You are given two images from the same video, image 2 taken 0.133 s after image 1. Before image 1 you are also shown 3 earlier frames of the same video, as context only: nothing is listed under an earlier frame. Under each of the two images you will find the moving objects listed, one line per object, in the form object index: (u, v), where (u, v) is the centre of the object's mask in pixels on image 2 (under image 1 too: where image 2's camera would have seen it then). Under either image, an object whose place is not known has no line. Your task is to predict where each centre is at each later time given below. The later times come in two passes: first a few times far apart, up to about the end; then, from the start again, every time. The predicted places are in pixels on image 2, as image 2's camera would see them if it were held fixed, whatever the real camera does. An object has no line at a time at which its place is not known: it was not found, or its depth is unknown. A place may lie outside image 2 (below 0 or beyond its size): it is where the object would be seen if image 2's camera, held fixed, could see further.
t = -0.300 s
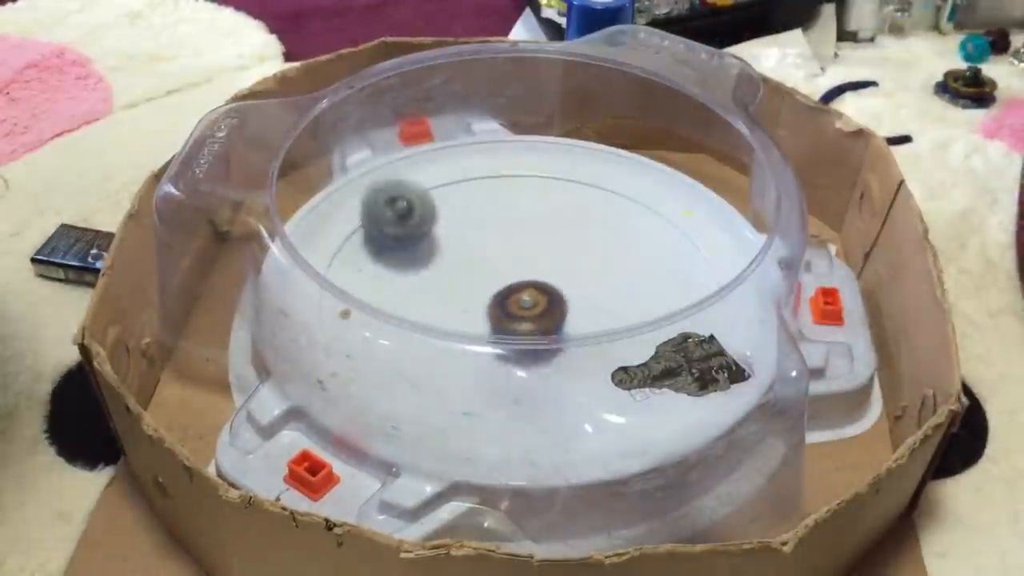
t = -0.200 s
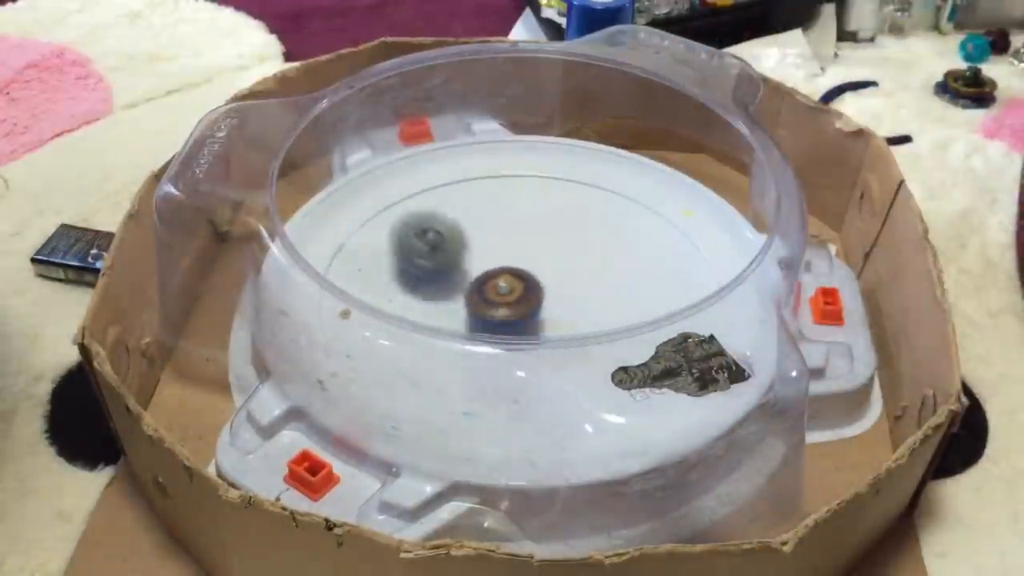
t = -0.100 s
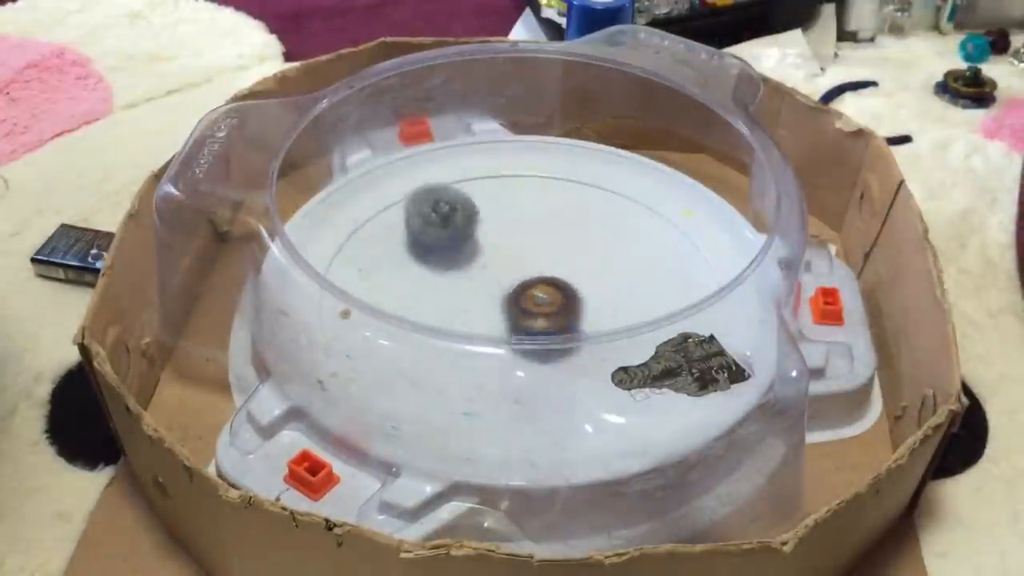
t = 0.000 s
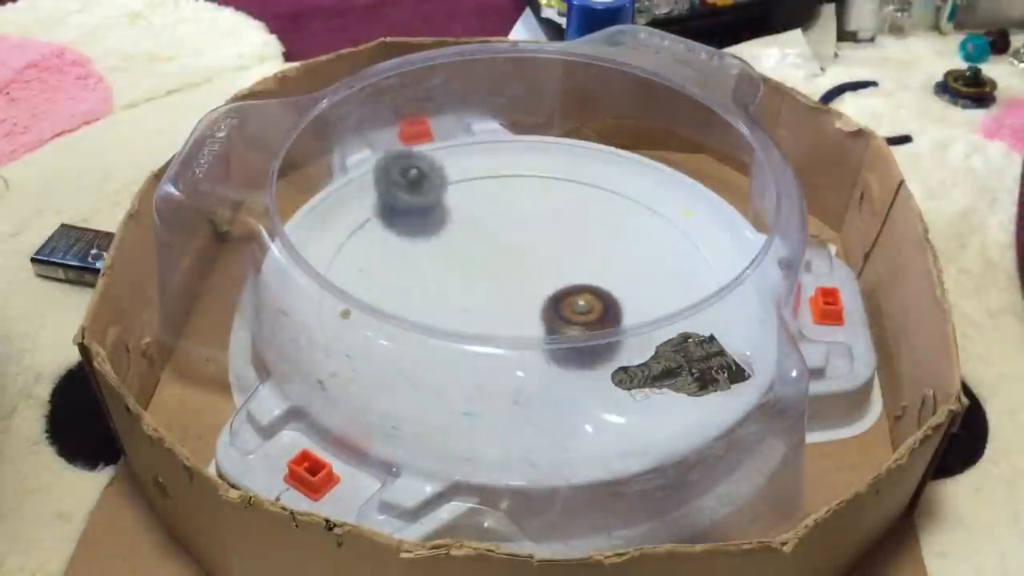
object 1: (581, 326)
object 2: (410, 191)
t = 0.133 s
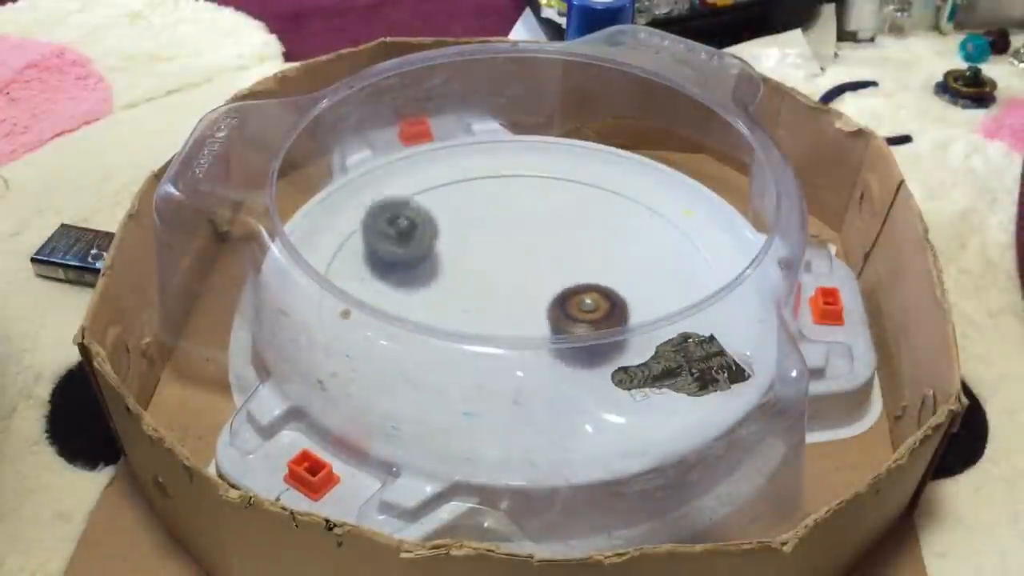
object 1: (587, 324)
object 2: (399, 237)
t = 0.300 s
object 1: (535, 318)
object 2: (507, 253)
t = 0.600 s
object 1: (494, 264)
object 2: (506, 168)
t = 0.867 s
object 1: (618, 271)
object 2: (431, 292)
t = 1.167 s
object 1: (618, 285)
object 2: (649, 333)
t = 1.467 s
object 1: (540, 300)
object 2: (579, 241)
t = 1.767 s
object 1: (484, 382)
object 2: (365, 276)
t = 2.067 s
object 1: (677, 328)
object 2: (246, 259)
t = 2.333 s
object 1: (661, 301)
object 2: (232, 234)
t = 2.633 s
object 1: (494, 292)
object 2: (235, 246)
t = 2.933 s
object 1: (521, 254)
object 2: (237, 243)
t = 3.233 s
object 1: (598, 258)
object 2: (240, 238)
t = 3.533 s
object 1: (564, 298)
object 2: (241, 237)
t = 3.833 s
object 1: (529, 299)
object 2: (238, 235)
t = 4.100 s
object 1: (494, 285)
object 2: (239, 236)
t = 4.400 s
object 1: (492, 277)
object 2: (238, 237)
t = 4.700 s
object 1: (498, 288)
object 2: (237, 241)
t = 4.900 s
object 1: (502, 296)
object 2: (237, 241)
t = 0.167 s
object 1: (581, 323)
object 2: (411, 247)
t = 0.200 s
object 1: (571, 323)
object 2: (431, 258)
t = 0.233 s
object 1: (559, 322)
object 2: (455, 263)
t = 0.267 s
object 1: (547, 321)
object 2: (482, 262)
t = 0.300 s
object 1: (535, 318)
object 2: (507, 253)
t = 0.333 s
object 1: (522, 314)
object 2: (532, 245)
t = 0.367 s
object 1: (512, 304)
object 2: (550, 232)
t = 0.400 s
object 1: (503, 301)
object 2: (561, 218)
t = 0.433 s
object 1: (496, 297)
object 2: (565, 200)
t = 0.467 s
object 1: (491, 291)
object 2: (565, 187)
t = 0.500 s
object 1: (489, 284)
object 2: (561, 174)
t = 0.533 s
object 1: (489, 277)
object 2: (547, 162)
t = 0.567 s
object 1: (490, 270)
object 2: (525, 166)
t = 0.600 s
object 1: (494, 264)
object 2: (506, 168)
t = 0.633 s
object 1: (500, 259)
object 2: (490, 170)
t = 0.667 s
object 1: (508, 255)
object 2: (473, 182)
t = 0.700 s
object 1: (517, 253)
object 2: (461, 194)
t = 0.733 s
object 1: (527, 252)
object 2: (455, 218)
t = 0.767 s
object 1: (556, 256)
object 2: (436, 235)
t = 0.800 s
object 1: (581, 260)
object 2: (423, 252)
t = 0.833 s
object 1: (601, 265)
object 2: (420, 273)
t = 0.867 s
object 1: (618, 271)
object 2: (431, 292)
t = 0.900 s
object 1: (627, 277)
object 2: (451, 319)
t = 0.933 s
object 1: (632, 284)
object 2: (480, 336)
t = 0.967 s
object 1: (632, 289)
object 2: (516, 346)
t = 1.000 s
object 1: (629, 294)
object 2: (552, 351)
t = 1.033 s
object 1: (629, 293)
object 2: (582, 349)
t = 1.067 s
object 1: (630, 289)
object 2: (599, 355)
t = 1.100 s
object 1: (628, 288)
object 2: (614, 360)
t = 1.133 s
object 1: (624, 287)
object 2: (628, 341)
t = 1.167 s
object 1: (618, 285)
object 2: (649, 333)
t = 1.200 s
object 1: (612, 286)
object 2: (669, 325)
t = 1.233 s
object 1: (604, 287)
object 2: (688, 314)
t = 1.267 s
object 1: (595, 289)
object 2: (699, 305)
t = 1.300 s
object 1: (585, 292)
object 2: (701, 294)
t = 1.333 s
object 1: (575, 294)
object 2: (691, 269)
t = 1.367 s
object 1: (565, 296)
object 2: (674, 259)
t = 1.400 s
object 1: (555, 298)
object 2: (648, 249)
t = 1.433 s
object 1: (547, 299)
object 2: (616, 244)
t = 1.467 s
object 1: (540, 300)
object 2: (579, 241)
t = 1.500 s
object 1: (534, 303)
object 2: (537, 242)
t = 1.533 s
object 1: (533, 310)
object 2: (497, 234)
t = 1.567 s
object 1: (530, 339)
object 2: (457, 218)
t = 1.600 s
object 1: (528, 355)
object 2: (422, 209)
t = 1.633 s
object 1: (525, 367)
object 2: (391, 205)
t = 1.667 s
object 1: (518, 376)
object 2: (363, 205)
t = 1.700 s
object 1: (510, 383)
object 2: (361, 231)
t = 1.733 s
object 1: (498, 384)
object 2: (362, 255)
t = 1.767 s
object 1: (484, 382)
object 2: (365, 276)
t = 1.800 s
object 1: (469, 380)
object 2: (364, 300)
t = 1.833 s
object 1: (453, 370)
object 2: (371, 321)
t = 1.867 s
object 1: (476, 371)
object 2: (350, 322)
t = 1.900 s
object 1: (520, 376)
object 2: (324, 309)
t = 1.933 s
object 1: (564, 378)
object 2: (309, 302)
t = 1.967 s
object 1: (597, 373)
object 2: (292, 292)
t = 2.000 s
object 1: (629, 358)
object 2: (273, 271)
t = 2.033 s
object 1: (648, 338)
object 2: (265, 267)
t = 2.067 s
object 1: (677, 328)
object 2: (246, 259)
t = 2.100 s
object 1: (698, 322)
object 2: (233, 256)
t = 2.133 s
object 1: (709, 318)
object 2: (217, 249)
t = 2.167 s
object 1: (713, 314)
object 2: (235, 250)
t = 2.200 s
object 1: (708, 310)
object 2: (245, 248)
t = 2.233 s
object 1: (700, 306)
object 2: (246, 245)
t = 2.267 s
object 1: (690, 302)
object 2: (242, 243)
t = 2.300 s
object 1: (676, 302)
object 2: (238, 236)
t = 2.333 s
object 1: (661, 301)
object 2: (232, 234)
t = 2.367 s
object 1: (643, 301)
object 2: (228, 251)
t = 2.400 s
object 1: (624, 295)
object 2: (229, 262)
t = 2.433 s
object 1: (603, 298)
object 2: (228, 260)
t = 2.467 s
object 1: (582, 298)
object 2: (229, 261)
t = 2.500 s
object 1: (561, 299)
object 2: (228, 261)
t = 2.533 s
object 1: (541, 298)
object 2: (230, 258)
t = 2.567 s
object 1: (522, 297)
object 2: (233, 252)
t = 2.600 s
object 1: (507, 294)
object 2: (231, 249)
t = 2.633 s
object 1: (494, 292)
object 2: (235, 246)
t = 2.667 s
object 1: (483, 289)
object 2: (235, 243)
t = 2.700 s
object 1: (477, 285)
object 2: (236, 242)
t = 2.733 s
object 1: (474, 281)
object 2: (237, 242)
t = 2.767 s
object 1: (475, 278)
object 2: (237, 242)
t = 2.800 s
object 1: (478, 273)
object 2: (237, 241)
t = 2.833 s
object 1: (485, 269)
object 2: (237, 241)
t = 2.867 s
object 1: (494, 264)
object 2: (237, 242)
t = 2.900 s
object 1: (507, 259)
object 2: (237, 242)
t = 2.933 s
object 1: (521, 254)
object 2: (237, 243)
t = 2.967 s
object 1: (536, 249)
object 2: (238, 243)
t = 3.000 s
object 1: (551, 246)
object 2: (239, 244)
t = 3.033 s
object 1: (563, 245)
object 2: (244, 237)
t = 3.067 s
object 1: (573, 245)
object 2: (245, 237)
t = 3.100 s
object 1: (581, 246)
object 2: (245, 237)
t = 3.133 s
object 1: (587, 248)
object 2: (245, 234)
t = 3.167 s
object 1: (592, 250)
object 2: (241, 234)
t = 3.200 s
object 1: (596, 254)
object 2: (240, 235)
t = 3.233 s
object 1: (598, 258)
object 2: (240, 238)
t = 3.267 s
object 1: (599, 262)
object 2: (243, 238)
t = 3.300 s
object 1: (599, 268)
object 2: (243, 237)
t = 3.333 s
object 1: (597, 273)
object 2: (243, 236)
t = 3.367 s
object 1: (594, 279)
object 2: (243, 236)
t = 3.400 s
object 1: (589, 284)
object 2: (243, 236)
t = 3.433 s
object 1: (584, 289)
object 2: (244, 236)
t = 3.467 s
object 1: (578, 293)
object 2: (243, 237)
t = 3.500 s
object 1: (571, 296)
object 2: (242, 236)
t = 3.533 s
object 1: (564, 298)
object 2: (241, 237)
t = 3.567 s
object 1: (557, 300)
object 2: (242, 237)
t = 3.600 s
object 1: (551, 300)
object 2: (242, 238)
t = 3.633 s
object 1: (546, 301)
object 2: (240, 236)
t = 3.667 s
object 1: (541, 301)
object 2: (240, 235)
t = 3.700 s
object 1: (538, 301)
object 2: (240, 236)
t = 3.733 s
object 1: (535, 301)
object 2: (240, 238)
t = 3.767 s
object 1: (533, 301)
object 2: (239, 237)
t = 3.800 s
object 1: (531, 300)
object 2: (239, 235)
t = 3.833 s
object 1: (529, 299)
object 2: (238, 235)
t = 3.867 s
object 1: (524, 298)
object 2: (240, 240)
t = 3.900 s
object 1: (519, 297)
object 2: (242, 235)
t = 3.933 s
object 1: (514, 295)
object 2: (243, 234)
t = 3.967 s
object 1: (509, 293)
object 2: (242, 240)
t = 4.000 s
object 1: (505, 291)
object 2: (244, 236)
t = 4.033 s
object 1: (501, 289)
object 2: (241, 233)
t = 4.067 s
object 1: (497, 287)
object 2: (239, 241)
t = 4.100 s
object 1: (494, 285)
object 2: (239, 236)
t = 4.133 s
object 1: (491, 282)
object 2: (239, 236)
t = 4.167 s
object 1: (489, 280)
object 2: (238, 242)
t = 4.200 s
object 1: (488, 278)
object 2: (237, 235)
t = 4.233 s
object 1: (488, 277)
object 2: (238, 236)
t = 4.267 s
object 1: (489, 276)
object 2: (239, 242)
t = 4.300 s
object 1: (490, 276)
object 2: (237, 236)
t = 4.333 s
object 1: (490, 276)
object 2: (236, 244)
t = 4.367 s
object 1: (491, 277)
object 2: (239, 235)
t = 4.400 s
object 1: (492, 277)
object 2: (238, 237)
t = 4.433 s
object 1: (492, 278)
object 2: (240, 242)
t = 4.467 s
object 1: (493, 279)
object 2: (238, 236)
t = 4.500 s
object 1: (494, 281)
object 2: (236, 244)
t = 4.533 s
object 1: (495, 282)
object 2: (238, 237)
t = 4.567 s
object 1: (495, 283)
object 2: (235, 244)
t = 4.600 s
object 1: (496, 284)
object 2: (239, 237)
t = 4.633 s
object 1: (497, 286)
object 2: (235, 243)
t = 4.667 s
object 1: (498, 287)
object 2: (238, 236)
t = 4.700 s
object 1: (498, 288)
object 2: (237, 241)
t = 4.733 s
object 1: (499, 290)
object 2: (239, 237)
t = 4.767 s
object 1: (500, 291)
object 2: (239, 238)
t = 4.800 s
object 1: (500, 292)
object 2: (240, 237)
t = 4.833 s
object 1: (501, 293)
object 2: (238, 237)
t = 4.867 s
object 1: (502, 295)
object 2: (238, 237)
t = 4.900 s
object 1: (502, 296)
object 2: (237, 241)
